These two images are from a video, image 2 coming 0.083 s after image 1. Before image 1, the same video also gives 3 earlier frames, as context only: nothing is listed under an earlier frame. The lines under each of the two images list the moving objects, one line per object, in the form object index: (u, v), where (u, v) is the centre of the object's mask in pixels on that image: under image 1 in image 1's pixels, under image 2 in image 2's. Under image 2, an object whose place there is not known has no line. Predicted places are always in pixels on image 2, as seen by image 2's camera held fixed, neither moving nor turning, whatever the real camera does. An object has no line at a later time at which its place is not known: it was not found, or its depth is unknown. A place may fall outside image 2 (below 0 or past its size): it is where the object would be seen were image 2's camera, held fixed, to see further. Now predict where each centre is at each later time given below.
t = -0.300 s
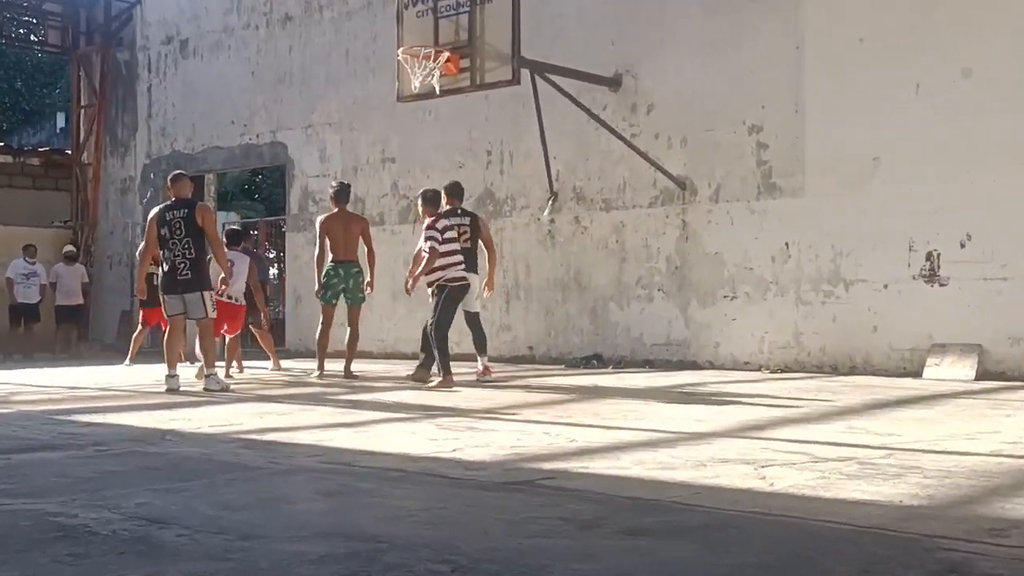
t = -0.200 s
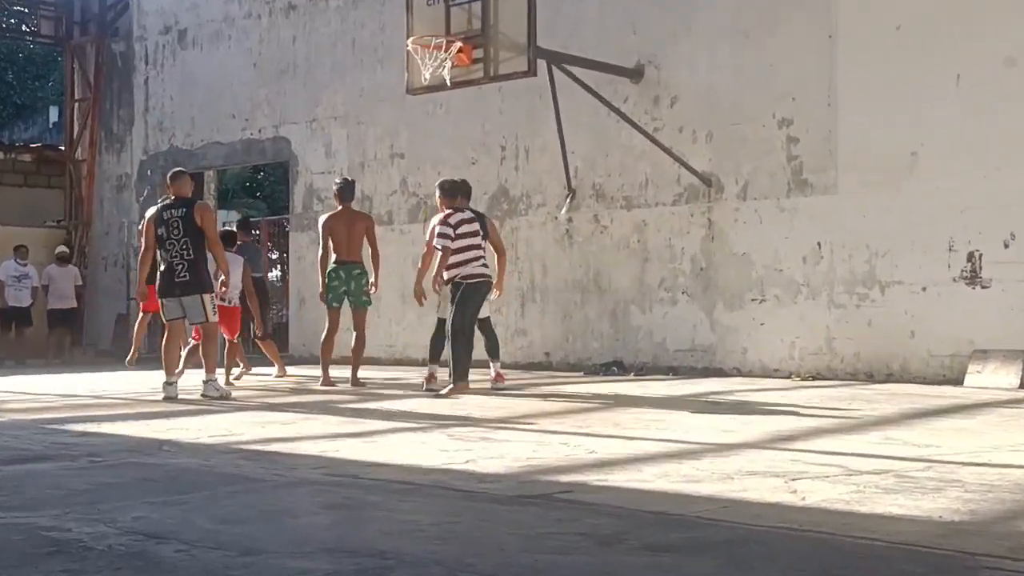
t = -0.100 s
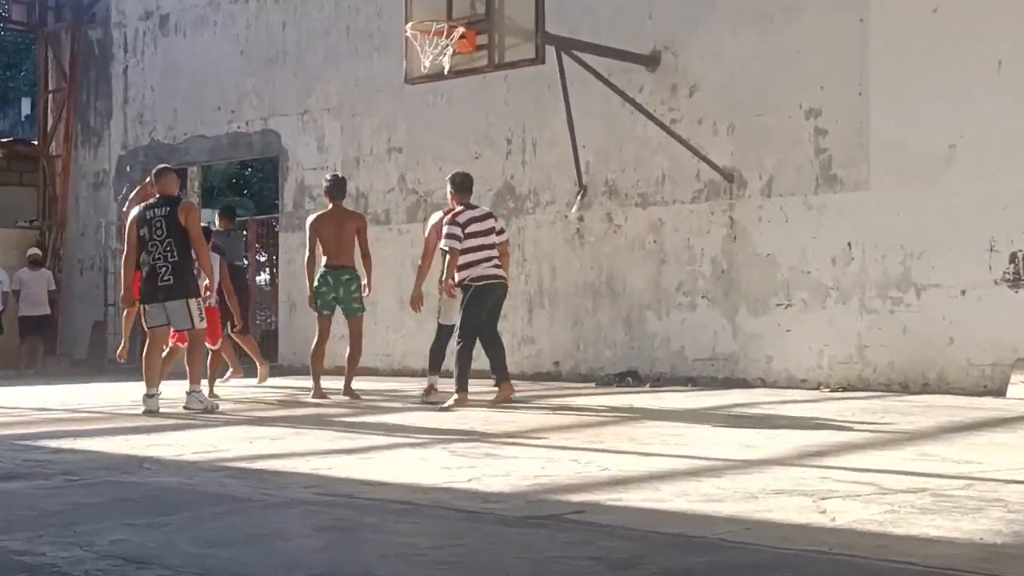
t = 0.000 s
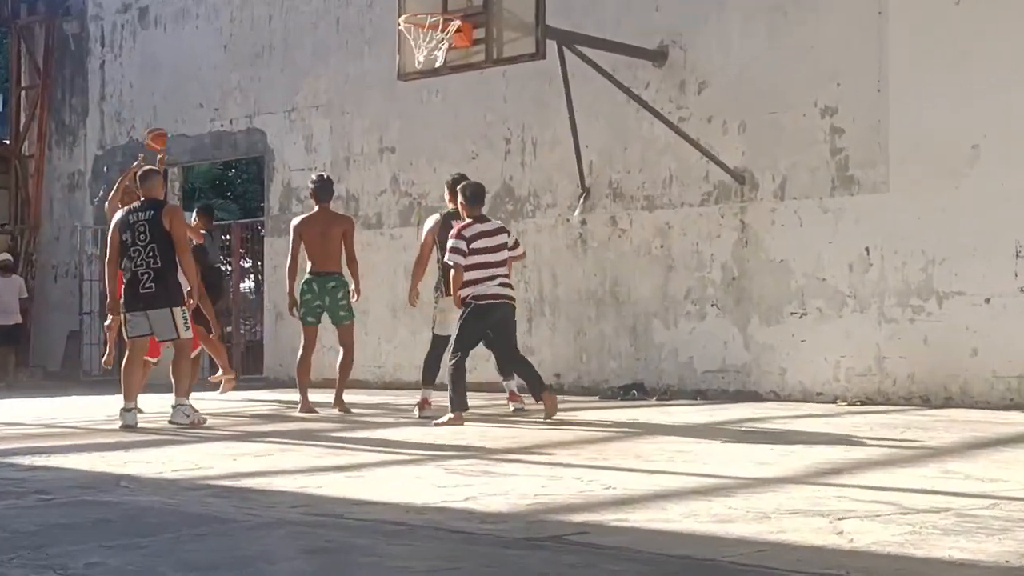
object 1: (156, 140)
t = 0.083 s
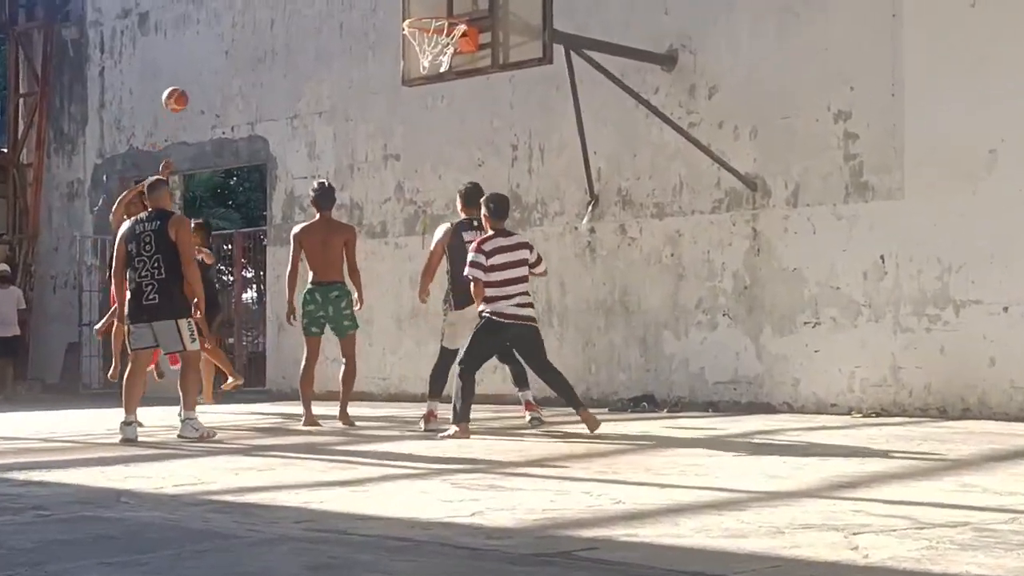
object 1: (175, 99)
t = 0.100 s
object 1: (179, 89)
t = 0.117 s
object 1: (183, 80)
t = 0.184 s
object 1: (198, 49)
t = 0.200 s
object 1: (202, 42)
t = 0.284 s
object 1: (222, 10)
